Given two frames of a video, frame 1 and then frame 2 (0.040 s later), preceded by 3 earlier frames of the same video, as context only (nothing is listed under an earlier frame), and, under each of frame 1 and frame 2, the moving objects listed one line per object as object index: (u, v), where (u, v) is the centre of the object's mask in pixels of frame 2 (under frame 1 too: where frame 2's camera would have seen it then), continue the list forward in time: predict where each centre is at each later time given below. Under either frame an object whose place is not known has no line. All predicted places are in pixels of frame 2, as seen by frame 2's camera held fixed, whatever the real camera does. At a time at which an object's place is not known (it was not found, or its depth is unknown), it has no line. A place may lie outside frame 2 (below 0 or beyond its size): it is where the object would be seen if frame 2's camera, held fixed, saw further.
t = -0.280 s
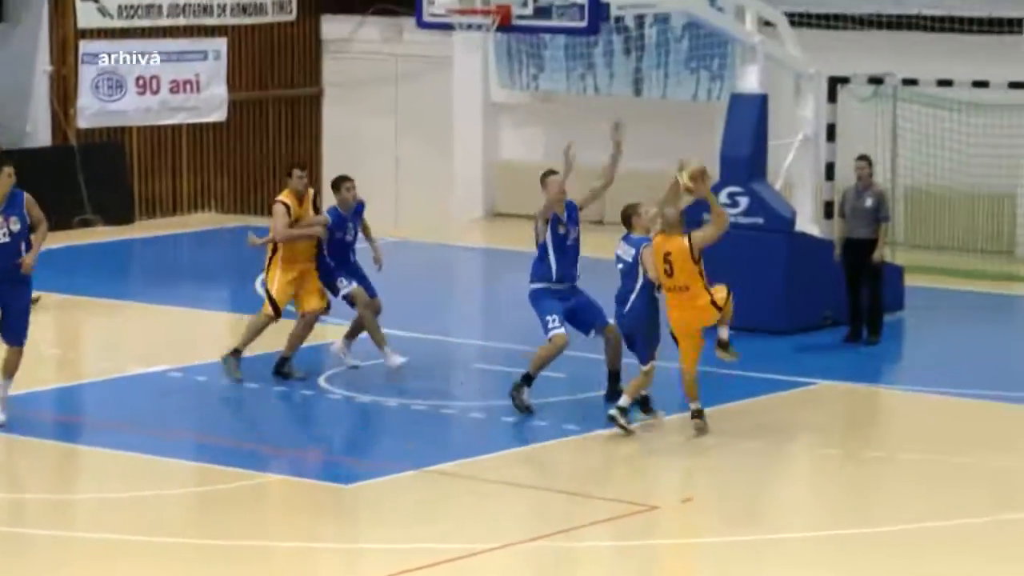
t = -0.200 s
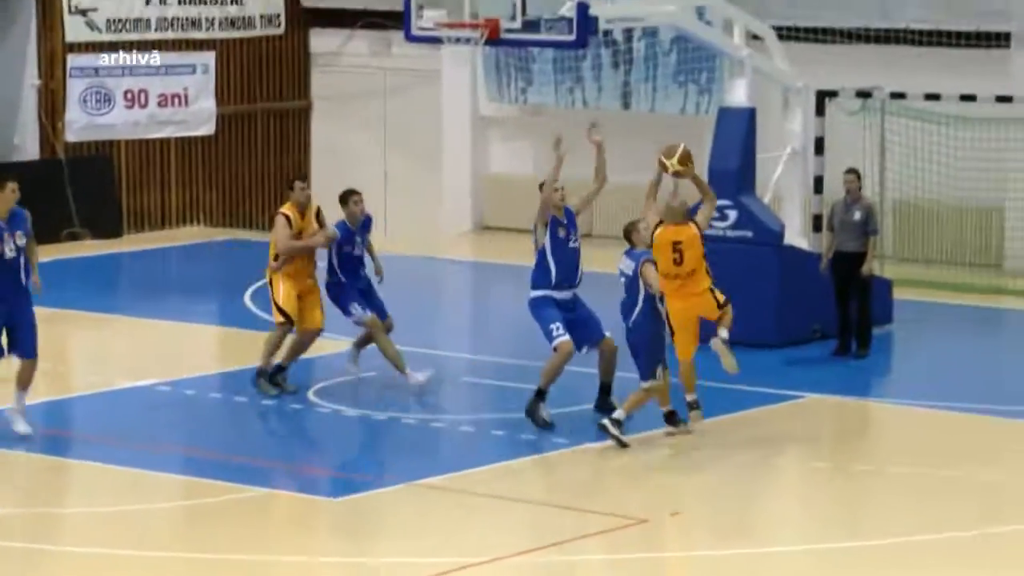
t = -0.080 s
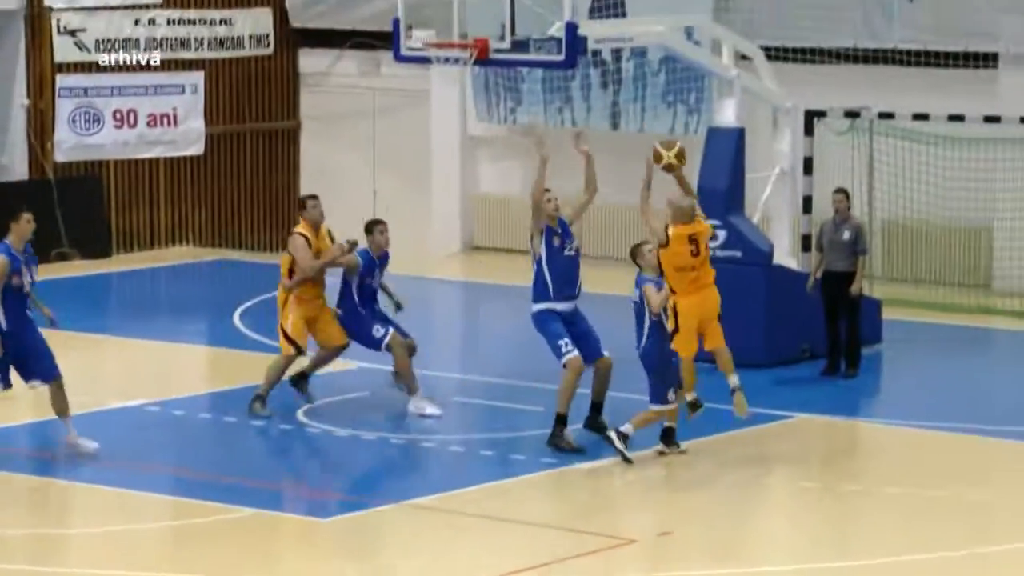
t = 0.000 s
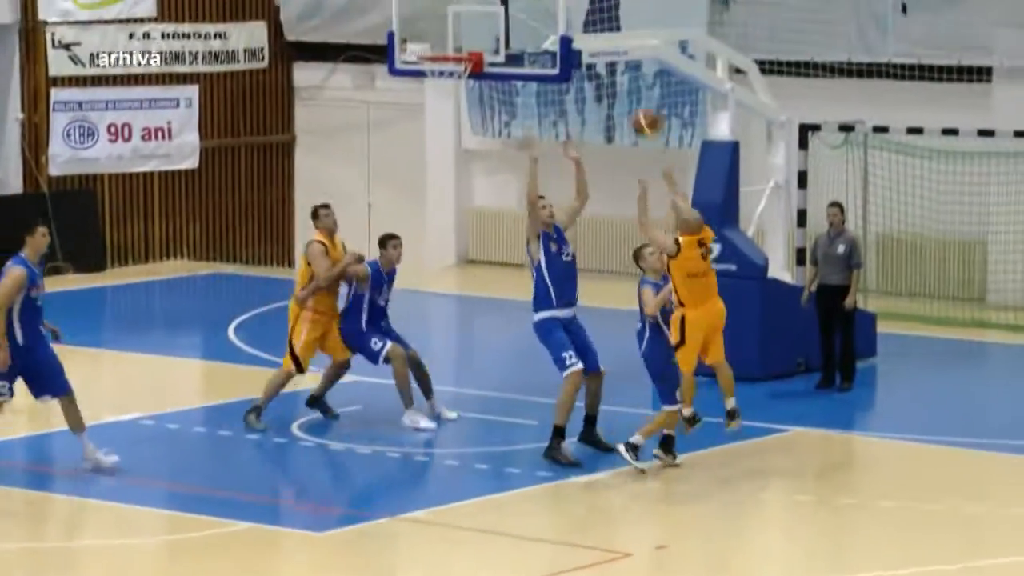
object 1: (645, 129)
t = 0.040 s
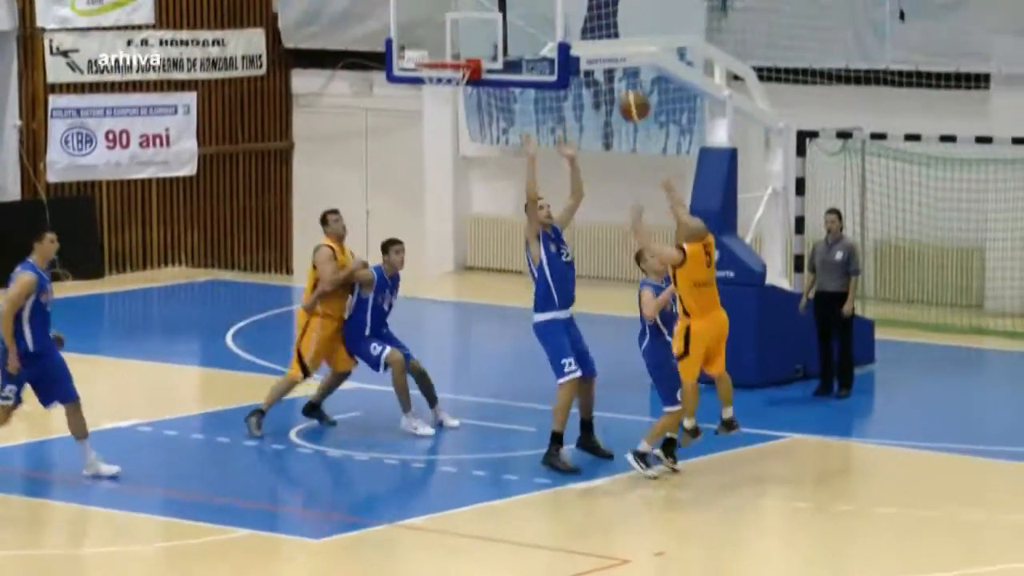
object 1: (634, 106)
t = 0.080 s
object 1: (623, 84)
